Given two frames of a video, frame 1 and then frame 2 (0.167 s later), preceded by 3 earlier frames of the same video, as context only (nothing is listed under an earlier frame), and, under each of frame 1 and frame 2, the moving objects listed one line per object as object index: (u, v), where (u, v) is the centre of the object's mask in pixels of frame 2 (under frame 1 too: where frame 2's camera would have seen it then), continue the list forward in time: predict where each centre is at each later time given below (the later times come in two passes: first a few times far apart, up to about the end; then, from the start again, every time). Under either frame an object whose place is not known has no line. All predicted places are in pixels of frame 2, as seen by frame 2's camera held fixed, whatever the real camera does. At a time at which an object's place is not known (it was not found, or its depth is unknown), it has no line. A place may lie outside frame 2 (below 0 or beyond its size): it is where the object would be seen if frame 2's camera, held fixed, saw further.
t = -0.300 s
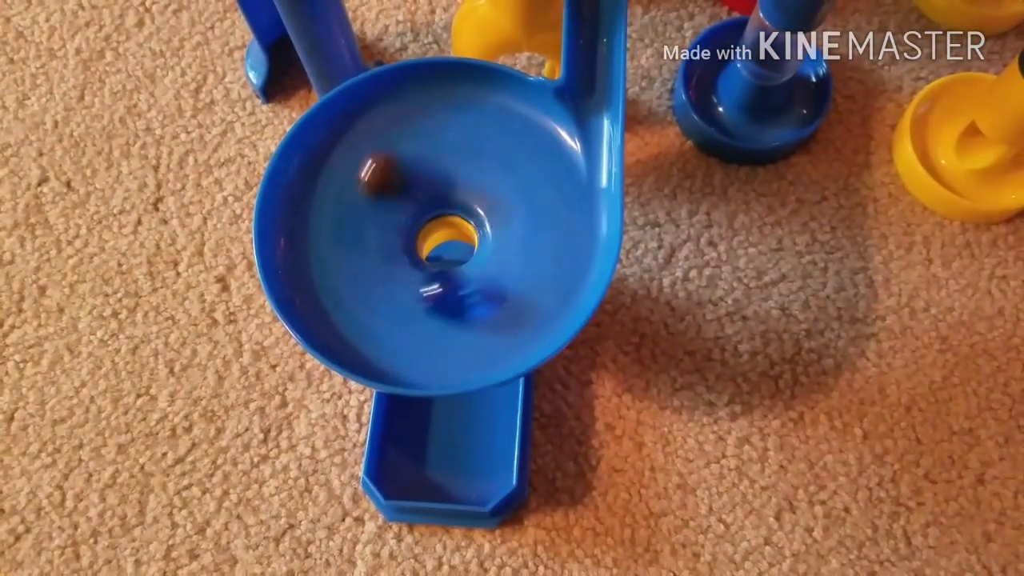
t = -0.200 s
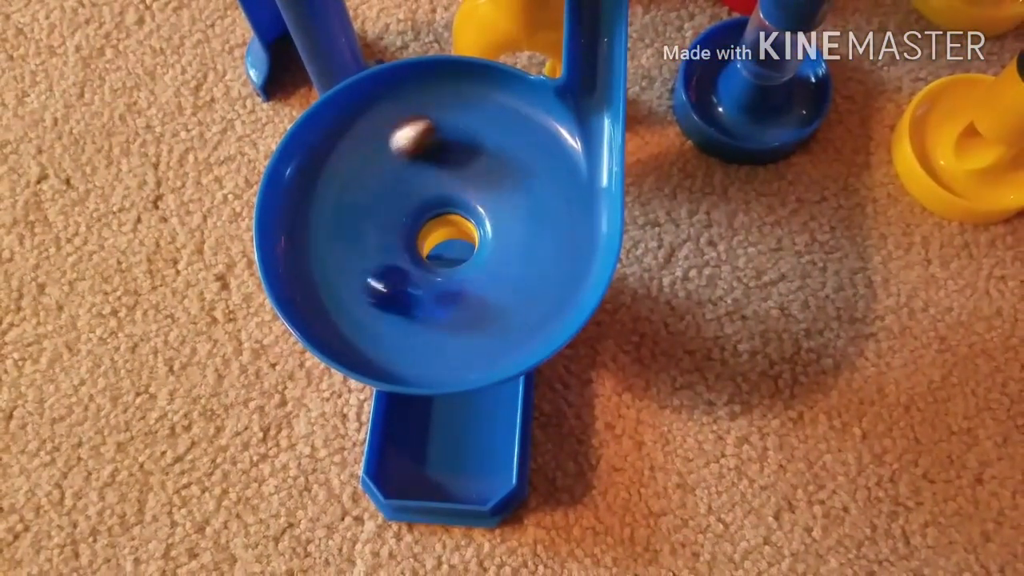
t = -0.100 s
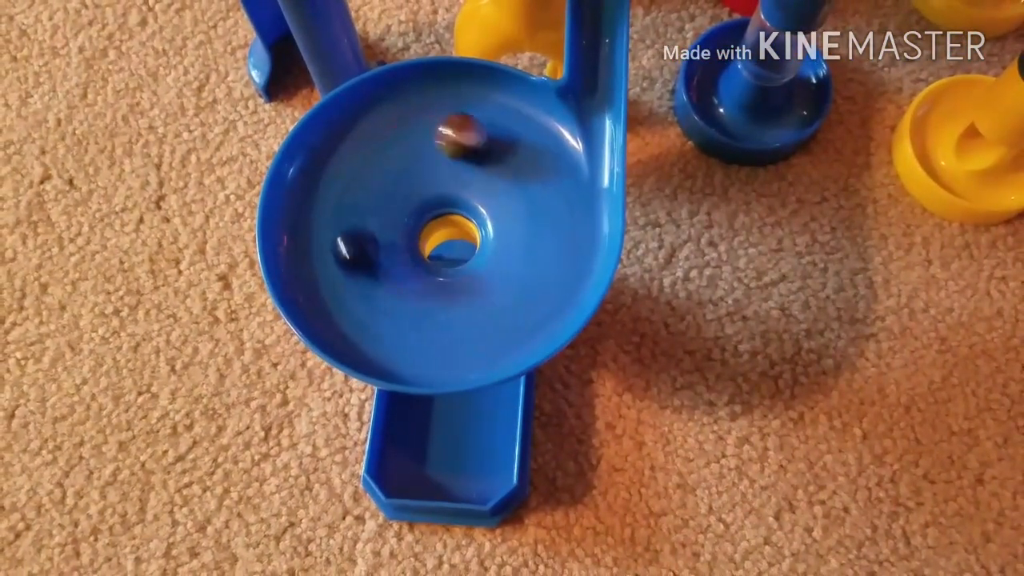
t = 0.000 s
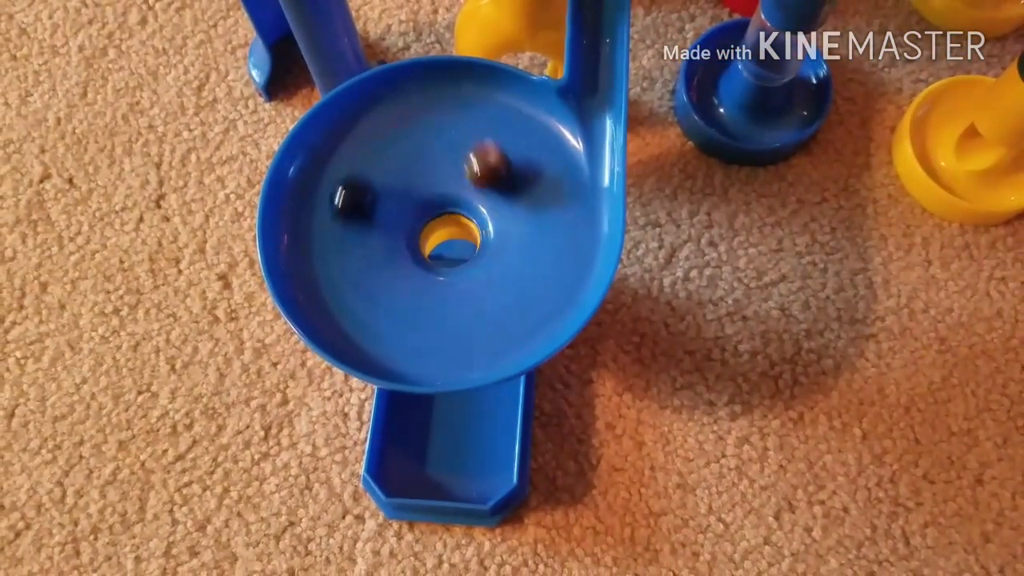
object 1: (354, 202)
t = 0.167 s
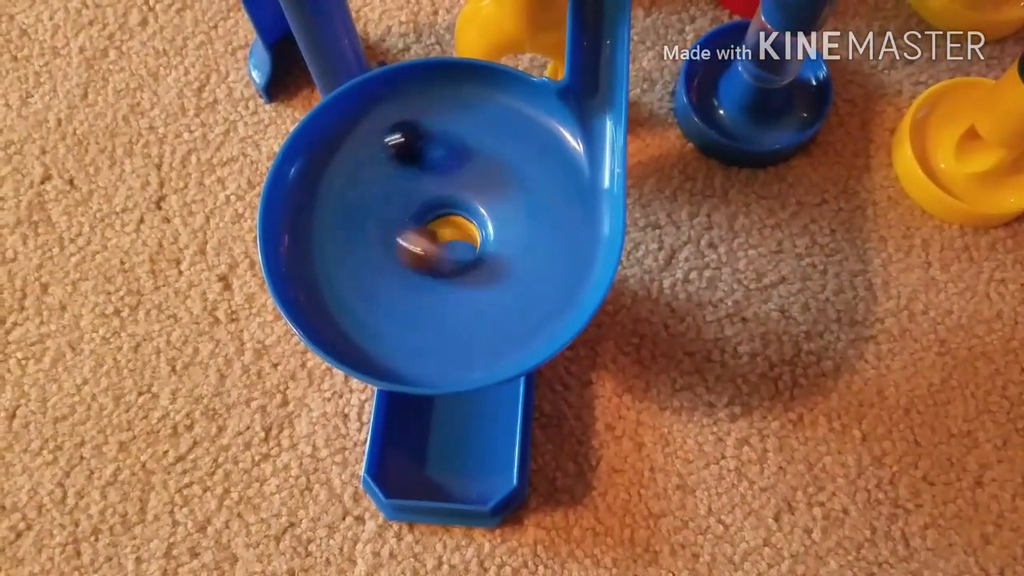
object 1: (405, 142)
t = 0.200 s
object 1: (420, 140)
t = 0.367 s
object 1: (487, 178)
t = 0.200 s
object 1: (420, 140)
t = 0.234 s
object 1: (436, 139)
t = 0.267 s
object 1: (451, 143)
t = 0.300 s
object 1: (467, 150)
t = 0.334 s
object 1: (479, 161)
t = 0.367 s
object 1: (487, 178)
